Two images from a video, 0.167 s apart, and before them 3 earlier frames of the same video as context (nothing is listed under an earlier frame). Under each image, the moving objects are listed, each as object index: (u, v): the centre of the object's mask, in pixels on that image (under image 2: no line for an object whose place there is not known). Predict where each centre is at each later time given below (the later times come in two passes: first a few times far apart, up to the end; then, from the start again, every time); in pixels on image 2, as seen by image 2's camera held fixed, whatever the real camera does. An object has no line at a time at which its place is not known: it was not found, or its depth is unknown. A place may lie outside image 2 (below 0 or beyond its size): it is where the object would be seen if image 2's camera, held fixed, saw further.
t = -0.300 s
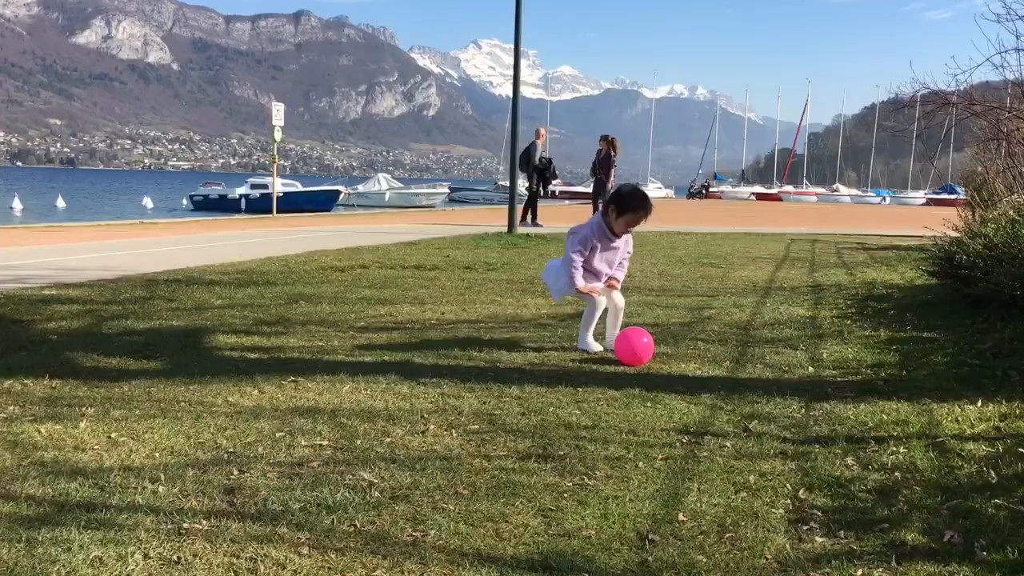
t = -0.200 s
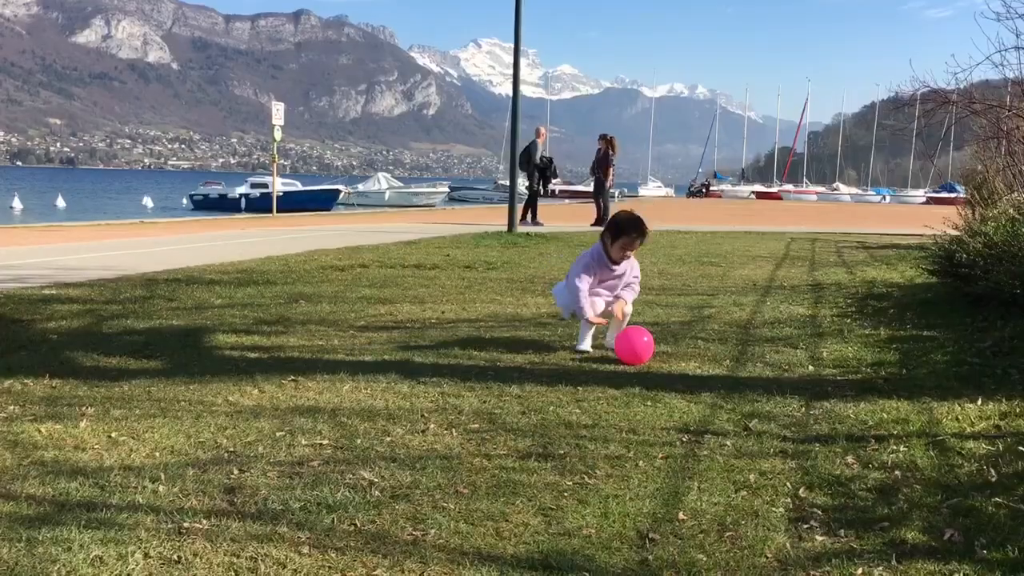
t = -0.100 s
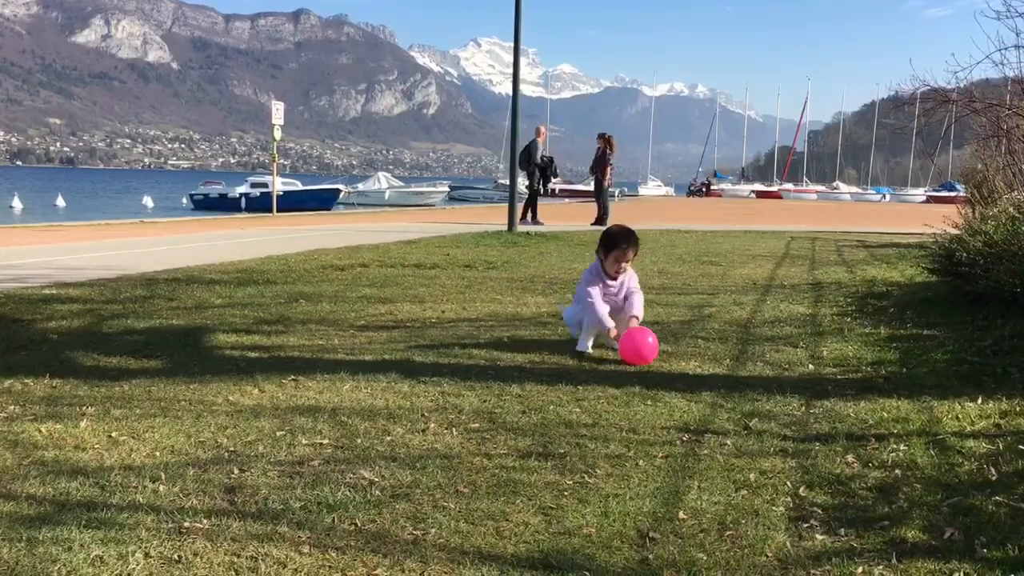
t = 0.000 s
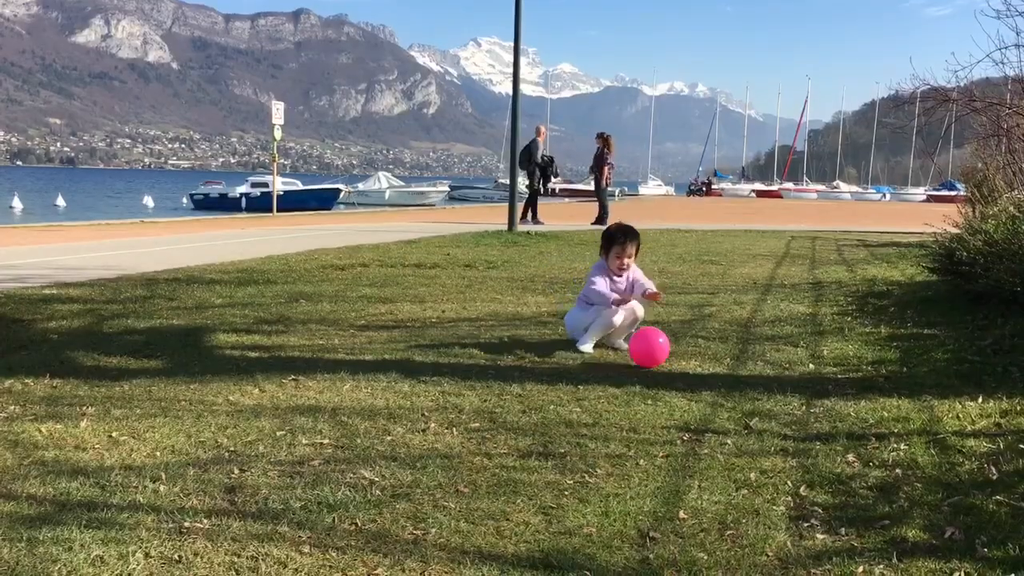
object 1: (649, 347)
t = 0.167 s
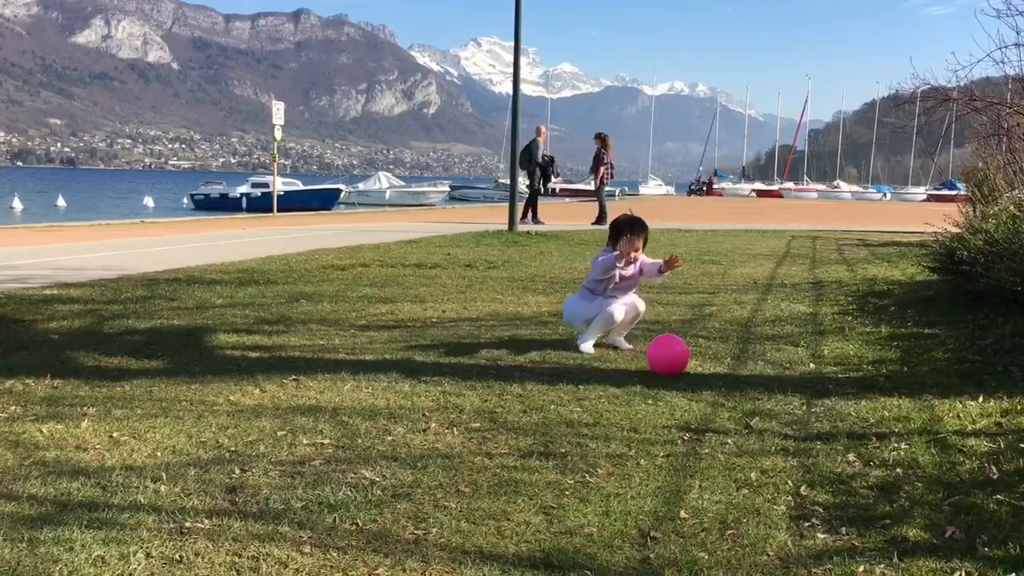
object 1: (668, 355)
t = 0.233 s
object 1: (675, 360)
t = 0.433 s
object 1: (698, 368)
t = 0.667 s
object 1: (720, 378)
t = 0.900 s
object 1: (742, 391)
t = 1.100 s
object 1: (752, 397)
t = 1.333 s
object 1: (760, 403)
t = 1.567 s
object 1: (779, 412)
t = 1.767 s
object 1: (800, 417)
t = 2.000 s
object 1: (819, 419)
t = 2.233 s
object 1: (827, 419)
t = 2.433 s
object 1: (824, 419)
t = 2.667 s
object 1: (822, 419)
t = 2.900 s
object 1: (822, 419)
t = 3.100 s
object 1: (822, 419)
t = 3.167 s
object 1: (822, 419)
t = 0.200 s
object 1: (672, 357)
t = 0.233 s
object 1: (675, 360)
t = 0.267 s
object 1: (680, 361)
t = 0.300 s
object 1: (683, 362)
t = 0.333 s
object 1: (687, 362)
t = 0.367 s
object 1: (691, 364)
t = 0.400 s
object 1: (694, 368)
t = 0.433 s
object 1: (698, 368)
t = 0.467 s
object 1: (702, 370)
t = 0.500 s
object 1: (706, 372)
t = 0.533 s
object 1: (709, 371)
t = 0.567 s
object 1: (711, 372)
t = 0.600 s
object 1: (714, 376)
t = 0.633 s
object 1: (717, 377)
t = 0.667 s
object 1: (720, 378)
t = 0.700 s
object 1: (724, 380)
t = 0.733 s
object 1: (727, 382)
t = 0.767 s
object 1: (731, 384)
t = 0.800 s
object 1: (734, 386)
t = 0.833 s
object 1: (737, 388)
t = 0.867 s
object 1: (740, 389)
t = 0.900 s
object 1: (742, 391)
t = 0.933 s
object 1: (744, 392)
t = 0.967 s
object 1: (747, 394)
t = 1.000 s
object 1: (749, 395)
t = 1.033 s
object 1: (750, 395)
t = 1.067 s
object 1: (751, 396)
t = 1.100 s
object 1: (752, 397)
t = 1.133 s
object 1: (752, 397)
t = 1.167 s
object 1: (752, 397)
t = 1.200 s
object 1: (753, 398)
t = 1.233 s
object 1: (755, 399)
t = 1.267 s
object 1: (757, 400)
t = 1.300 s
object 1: (758, 402)
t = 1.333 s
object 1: (760, 403)
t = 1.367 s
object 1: (763, 406)
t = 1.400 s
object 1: (765, 407)
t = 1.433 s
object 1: (768, 408)
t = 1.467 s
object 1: (770, 410)
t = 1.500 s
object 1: (773, 411)
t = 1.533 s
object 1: (776, 411)
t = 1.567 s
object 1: (779, 412)
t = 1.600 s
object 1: (782, 413)
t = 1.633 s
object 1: (785, 414)
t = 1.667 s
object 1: (789, 416)
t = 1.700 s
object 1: (793, 416)
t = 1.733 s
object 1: (797, 417)
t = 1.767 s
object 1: (800, 417)
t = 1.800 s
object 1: (803, 417)
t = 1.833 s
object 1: (806, 418)
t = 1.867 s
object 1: (809, 418)
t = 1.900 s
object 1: (812, 418)
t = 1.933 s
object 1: (814, 419)
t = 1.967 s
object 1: (817, 419)
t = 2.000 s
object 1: (819, 419)
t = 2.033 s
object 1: (822, 419)
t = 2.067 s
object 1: (823, 419)
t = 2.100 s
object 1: (825, 419)
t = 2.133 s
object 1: (826, 419)
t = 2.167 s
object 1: (827, 419)
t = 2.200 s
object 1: (827, 419)
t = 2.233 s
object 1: (827, 419)
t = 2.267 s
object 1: (827, 419)
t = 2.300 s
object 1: (826, 419)
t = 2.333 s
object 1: (826, 419)
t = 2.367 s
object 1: (825, 419)
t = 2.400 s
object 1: (824, 419)
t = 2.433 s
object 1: (824, 419)
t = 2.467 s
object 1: (823, 419)
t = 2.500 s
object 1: (823, 419)
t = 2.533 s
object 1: (823, 419)
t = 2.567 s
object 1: (822, 419)
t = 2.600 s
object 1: (822, 419)
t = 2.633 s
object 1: (822, 419)
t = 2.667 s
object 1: (822, 419)
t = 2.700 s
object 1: (822, 419)
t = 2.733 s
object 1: (822, 419)
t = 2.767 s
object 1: (822, 419)
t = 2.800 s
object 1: (822, 419)
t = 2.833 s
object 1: (822, 419)
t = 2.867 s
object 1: (822, 419)
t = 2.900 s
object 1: (822, 419)
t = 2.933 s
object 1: (822, 419)
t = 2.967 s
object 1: (822, 419)
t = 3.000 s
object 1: (822, 419)
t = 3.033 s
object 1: (822, 419)
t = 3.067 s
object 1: (822, 419)
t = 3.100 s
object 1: (822, 419)
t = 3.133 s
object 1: (822, 419)
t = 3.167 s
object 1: (822, 419)
